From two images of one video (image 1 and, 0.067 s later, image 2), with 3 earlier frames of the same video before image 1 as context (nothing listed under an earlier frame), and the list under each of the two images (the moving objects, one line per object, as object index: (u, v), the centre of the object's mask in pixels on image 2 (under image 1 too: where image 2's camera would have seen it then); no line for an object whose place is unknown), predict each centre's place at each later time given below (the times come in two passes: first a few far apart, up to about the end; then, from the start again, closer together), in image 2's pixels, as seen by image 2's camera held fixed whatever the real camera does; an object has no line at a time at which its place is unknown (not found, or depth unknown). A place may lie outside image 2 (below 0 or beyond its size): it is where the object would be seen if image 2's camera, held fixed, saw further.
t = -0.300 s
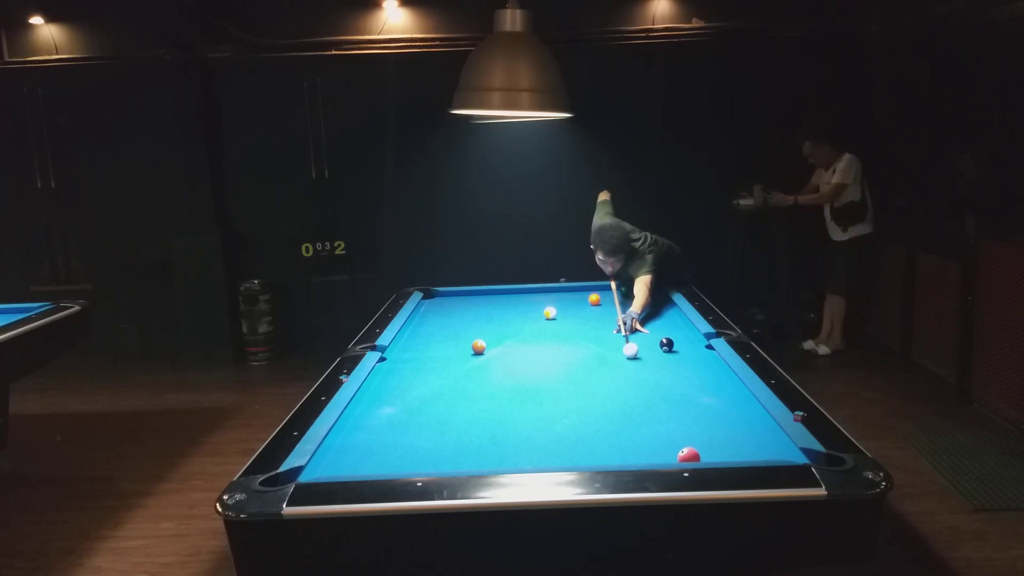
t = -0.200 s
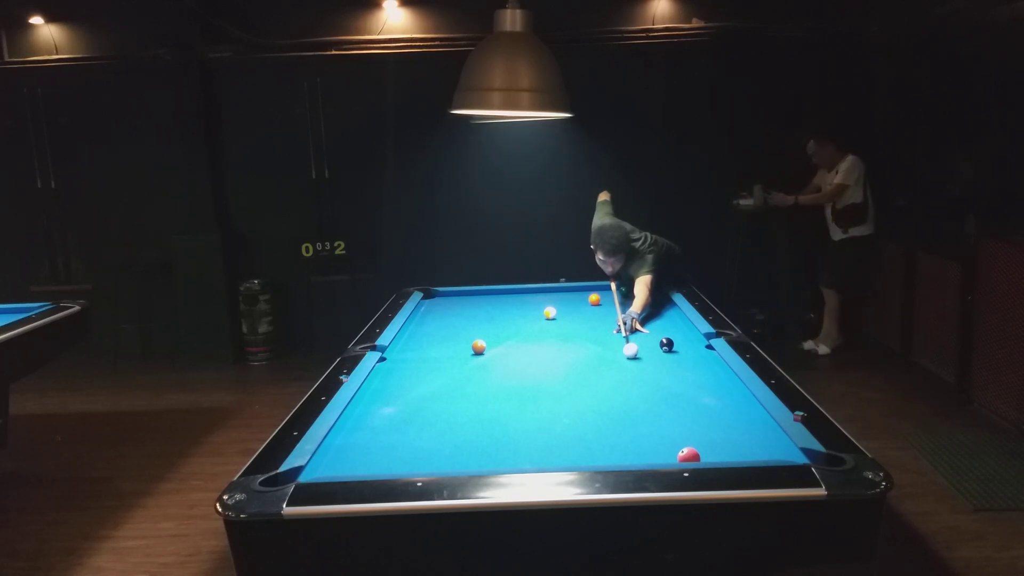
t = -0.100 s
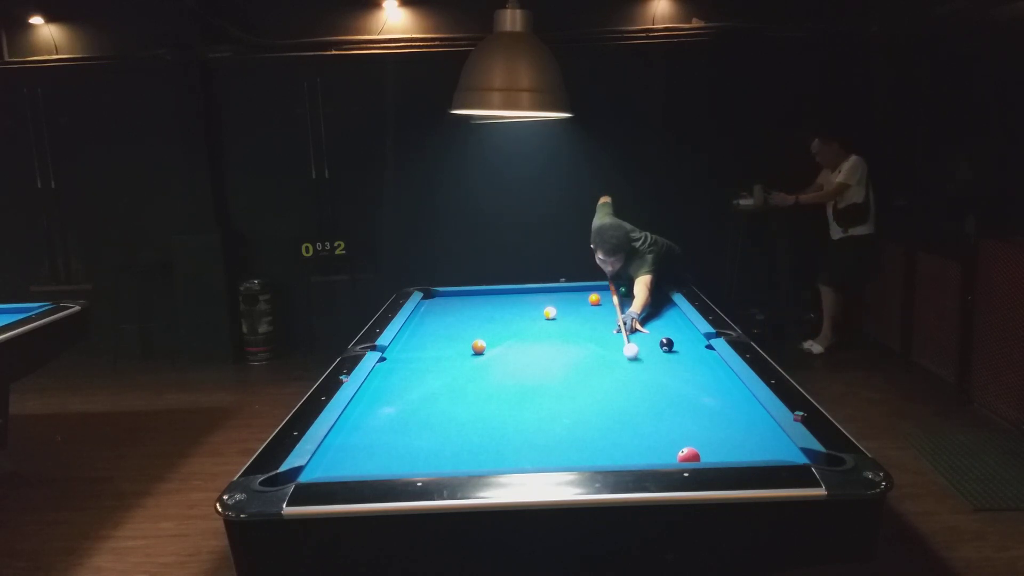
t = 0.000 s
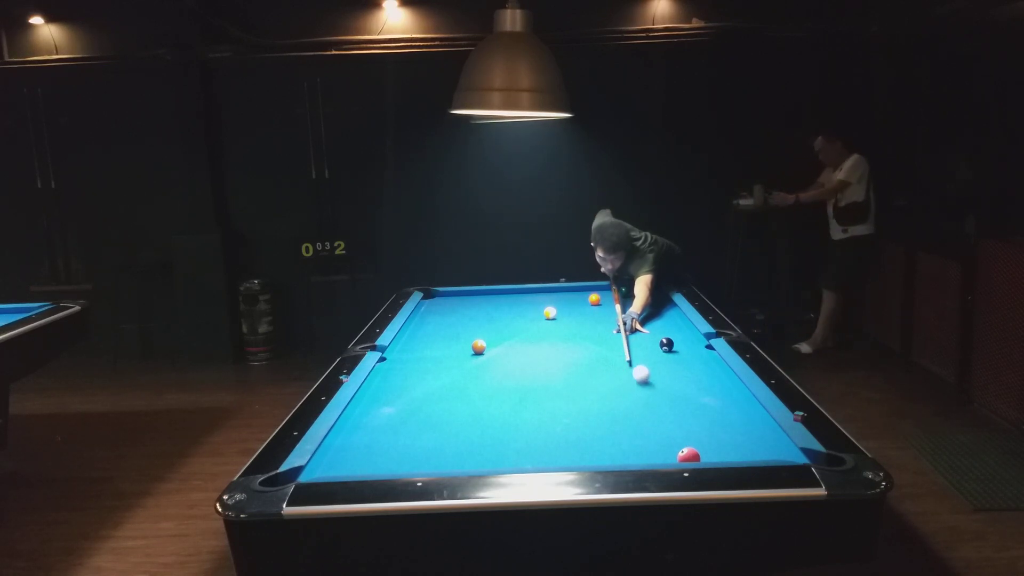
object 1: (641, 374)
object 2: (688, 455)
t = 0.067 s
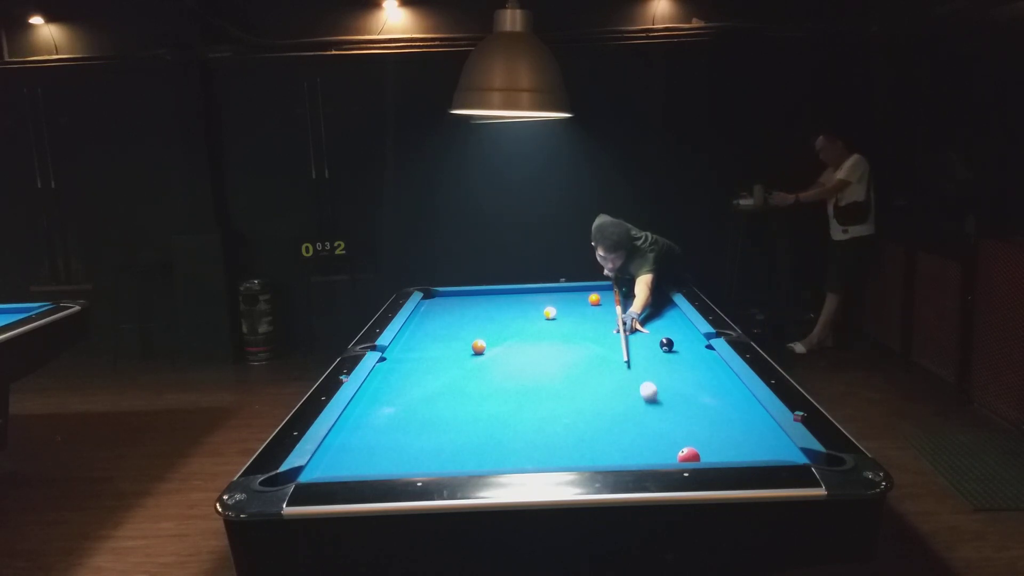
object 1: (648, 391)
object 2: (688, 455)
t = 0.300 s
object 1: (661, 454)
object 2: (700, 456)
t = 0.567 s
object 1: (567, 449)
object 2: (720, 430)
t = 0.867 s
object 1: (477, 434)
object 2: (735, 404)
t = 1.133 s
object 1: (407, 423)
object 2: (731, 387)
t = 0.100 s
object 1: (652, 400)
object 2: (688, 455)
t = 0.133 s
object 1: (657, 410)
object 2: (688, 455)
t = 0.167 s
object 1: (661, 420)
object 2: (689, 455)
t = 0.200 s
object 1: (665, 431)
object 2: (689, 455)
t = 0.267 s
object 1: (671, 450)
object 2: (689, 455)
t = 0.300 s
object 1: (661, 454)
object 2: (700, 456)
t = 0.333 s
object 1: (649, 456)
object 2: (704, 454)
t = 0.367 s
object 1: (637, 459)
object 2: (707, 451)
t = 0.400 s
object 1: (623, 457)
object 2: (710, 447)
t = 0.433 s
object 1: (611, 456)
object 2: (712, 443)
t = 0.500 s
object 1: (589, 454)
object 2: (716, 436)
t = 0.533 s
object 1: (577, 452)
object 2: (718, 433)
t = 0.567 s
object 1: (567, 449)
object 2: (720, 430)
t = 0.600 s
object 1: (556, 448)
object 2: (722, 427)
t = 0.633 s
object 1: (545, 446)
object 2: (724, 424)
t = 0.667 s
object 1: (535, 444)
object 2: (725, 421)
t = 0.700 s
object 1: (525, 443)
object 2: (727, 418)
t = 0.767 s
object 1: (505, 439)
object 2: (731, 412)
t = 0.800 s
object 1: (495, 437)
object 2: (732, 410)
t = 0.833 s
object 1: (486, 436)
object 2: (734, 407)
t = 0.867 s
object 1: (477, 434)
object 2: (735, 404)
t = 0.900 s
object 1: (467, 432)
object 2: (737, 402)
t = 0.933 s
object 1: (458, 431)
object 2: (738, 399)
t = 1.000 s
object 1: (441, 428)
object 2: (741, 395)
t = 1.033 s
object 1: (432, 427)
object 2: (740, 393)
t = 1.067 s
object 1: (424, 425)
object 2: (737, 391)
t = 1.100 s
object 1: (415, 424)
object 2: (734, 389)
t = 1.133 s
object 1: (407, 423)
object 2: (731, 387)
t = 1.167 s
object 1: (399, 421)
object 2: (728, 386)
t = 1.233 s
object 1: (383, 419)
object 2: (722, 382)
